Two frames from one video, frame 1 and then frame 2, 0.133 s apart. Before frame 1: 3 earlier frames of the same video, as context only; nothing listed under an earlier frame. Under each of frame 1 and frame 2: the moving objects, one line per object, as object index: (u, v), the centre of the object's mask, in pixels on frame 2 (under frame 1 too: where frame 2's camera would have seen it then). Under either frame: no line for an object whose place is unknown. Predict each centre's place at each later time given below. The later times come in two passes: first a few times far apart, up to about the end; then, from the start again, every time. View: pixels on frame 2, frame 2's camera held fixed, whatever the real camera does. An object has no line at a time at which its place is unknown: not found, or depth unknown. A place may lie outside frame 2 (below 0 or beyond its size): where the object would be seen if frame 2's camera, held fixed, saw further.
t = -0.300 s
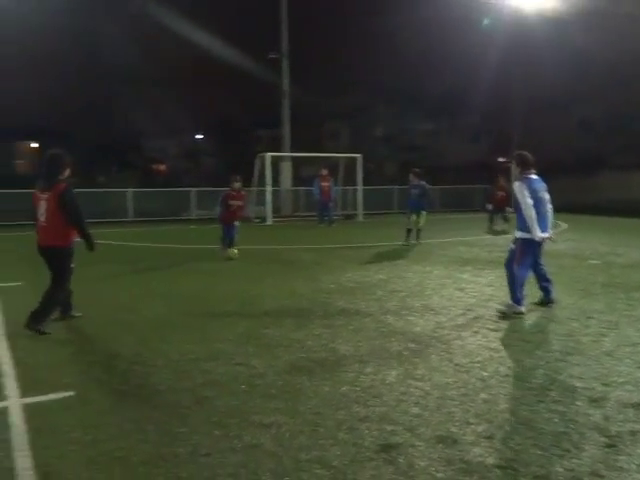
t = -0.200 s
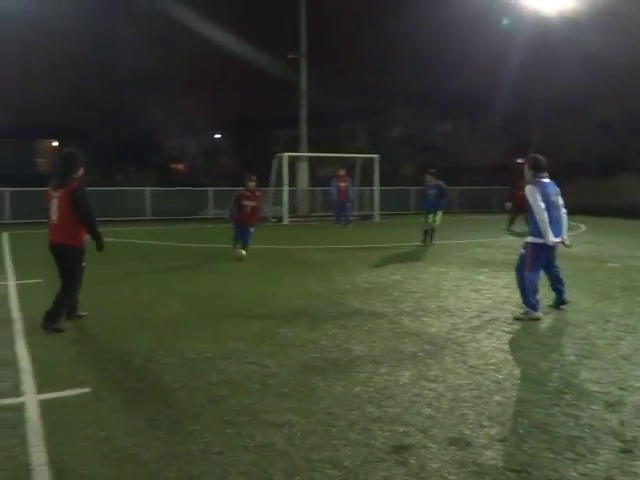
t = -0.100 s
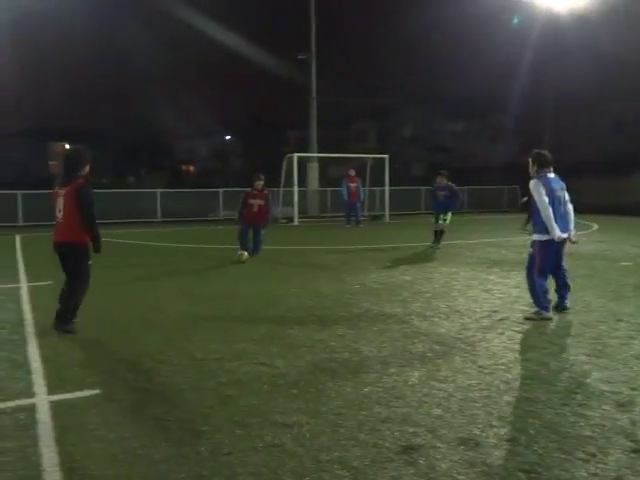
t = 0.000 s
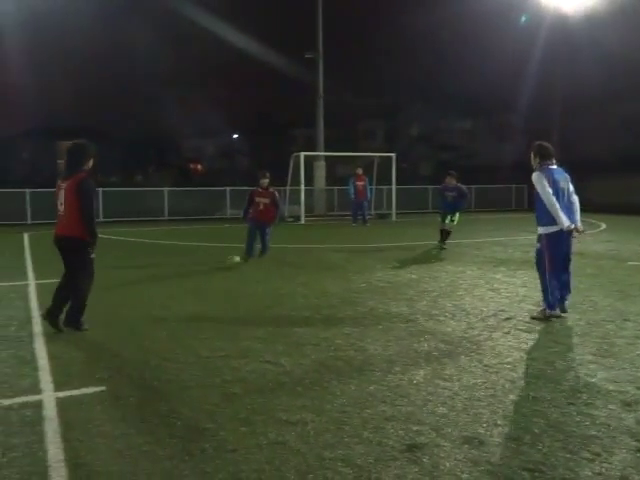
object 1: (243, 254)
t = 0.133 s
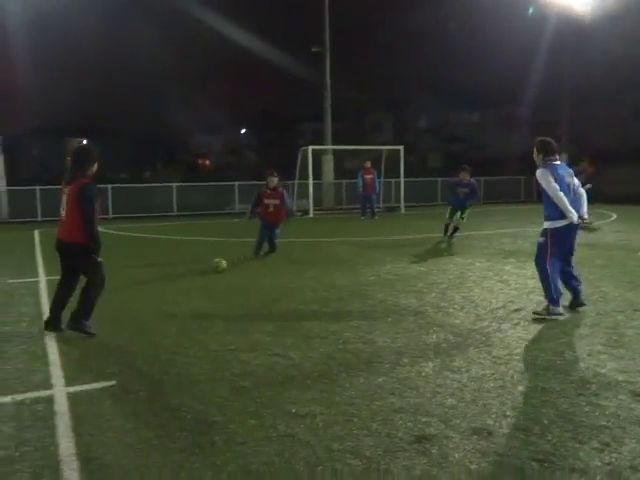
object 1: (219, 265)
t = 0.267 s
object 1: (194, 275)
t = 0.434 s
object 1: (159, 289)
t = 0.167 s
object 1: (214, 267)
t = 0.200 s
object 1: (207, 269)
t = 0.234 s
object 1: (200, 272)
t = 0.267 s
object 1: (194, 275)
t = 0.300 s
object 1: (188, 277)
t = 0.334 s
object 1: (180, 279)
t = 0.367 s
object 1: (174, 281)
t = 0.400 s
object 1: (167, 284)
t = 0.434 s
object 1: (159, 289)
